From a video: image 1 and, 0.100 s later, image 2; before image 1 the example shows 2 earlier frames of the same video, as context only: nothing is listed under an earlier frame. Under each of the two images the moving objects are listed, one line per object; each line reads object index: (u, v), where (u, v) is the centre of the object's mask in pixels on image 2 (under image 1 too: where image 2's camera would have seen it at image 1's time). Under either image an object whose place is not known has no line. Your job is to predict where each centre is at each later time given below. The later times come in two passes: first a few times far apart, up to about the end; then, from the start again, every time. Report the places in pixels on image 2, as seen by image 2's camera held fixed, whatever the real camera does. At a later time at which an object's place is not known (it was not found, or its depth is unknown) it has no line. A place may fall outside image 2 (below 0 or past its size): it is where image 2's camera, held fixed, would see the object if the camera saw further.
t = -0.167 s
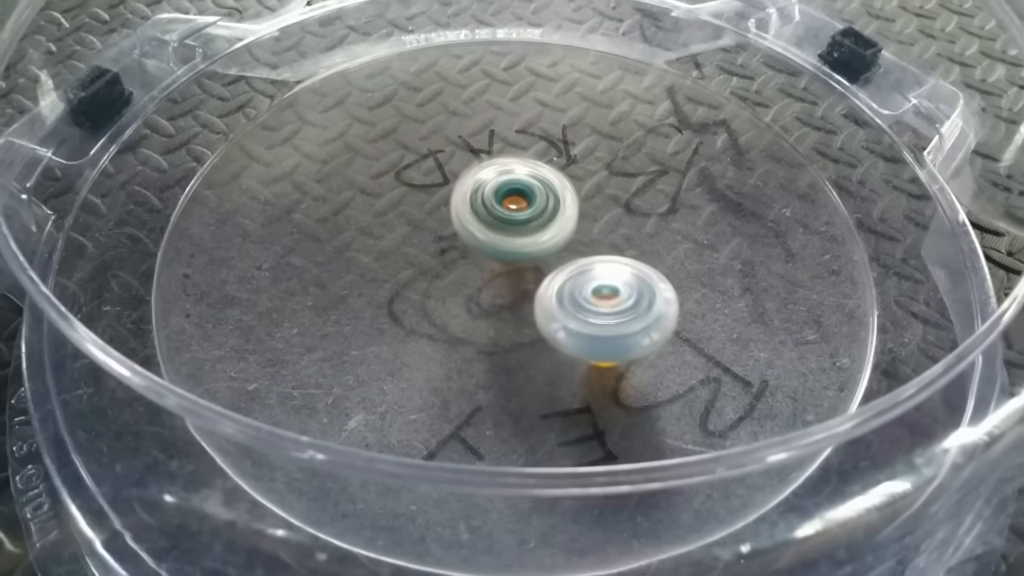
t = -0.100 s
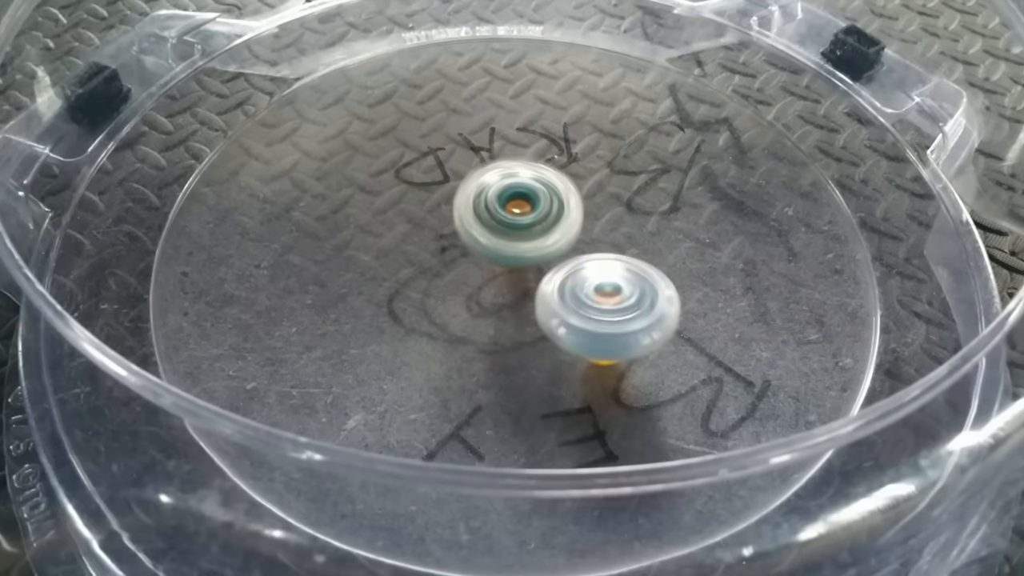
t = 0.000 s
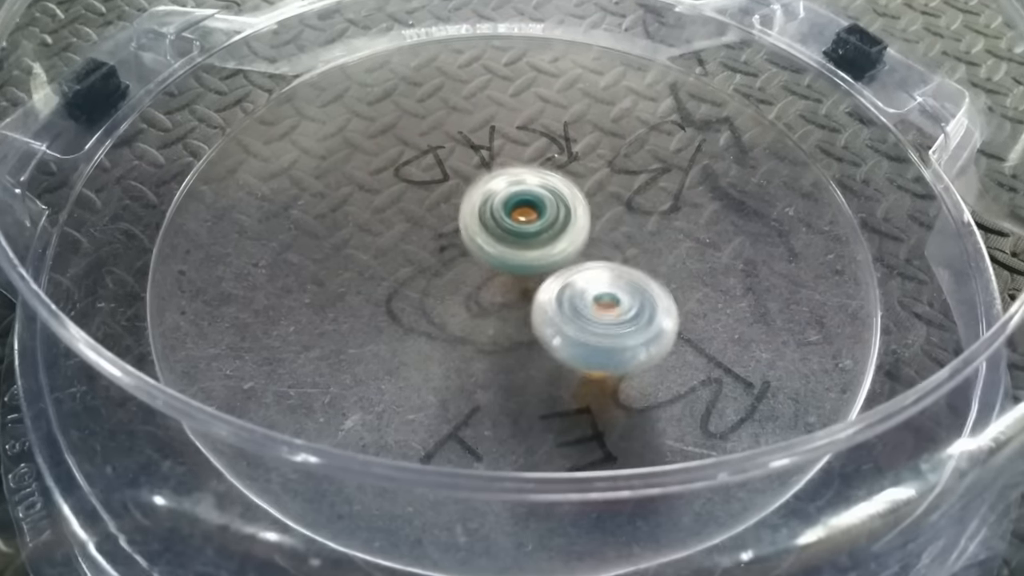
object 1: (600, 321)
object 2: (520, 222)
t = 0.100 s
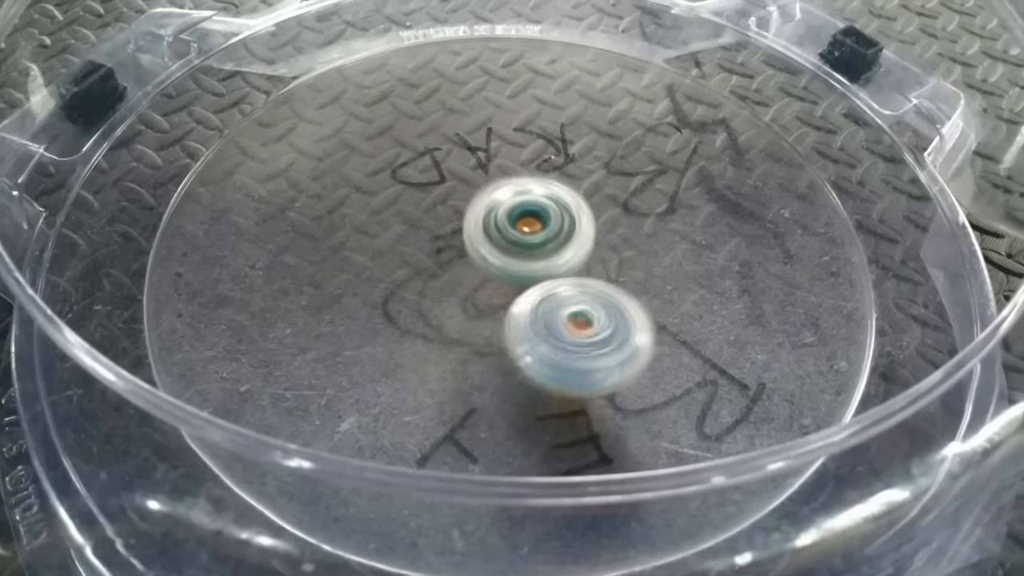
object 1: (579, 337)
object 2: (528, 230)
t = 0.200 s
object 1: (540, 351)
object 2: (537, 232)
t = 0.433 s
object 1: (489, 324)
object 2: (564, 229)
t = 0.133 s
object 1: (567, 341)
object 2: (531, 232)
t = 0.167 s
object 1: (554, 347)
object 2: (533, 232)
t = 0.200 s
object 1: (540, 351)
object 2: (537, 232)
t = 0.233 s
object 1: (526, 349)
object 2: (539, 233)
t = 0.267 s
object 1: (513, 343)
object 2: (542, 236)
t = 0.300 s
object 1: (502, 338)
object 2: (546, 235)
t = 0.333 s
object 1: (493, 333)
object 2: (551, 234)
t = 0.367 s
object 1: (491, 328)
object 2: (555, 232)
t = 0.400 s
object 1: (489, 326)
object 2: (560, 231)
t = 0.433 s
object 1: (489, 324)
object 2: (564, 229)
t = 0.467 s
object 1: (493, 323)
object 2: (568, 228)
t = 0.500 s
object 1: (497, 321)
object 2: (570, 227)
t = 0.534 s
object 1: (503, 320)
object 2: (573, 227)
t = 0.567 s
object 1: (508, 320)
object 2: (575, 226)
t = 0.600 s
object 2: (578, 226)
